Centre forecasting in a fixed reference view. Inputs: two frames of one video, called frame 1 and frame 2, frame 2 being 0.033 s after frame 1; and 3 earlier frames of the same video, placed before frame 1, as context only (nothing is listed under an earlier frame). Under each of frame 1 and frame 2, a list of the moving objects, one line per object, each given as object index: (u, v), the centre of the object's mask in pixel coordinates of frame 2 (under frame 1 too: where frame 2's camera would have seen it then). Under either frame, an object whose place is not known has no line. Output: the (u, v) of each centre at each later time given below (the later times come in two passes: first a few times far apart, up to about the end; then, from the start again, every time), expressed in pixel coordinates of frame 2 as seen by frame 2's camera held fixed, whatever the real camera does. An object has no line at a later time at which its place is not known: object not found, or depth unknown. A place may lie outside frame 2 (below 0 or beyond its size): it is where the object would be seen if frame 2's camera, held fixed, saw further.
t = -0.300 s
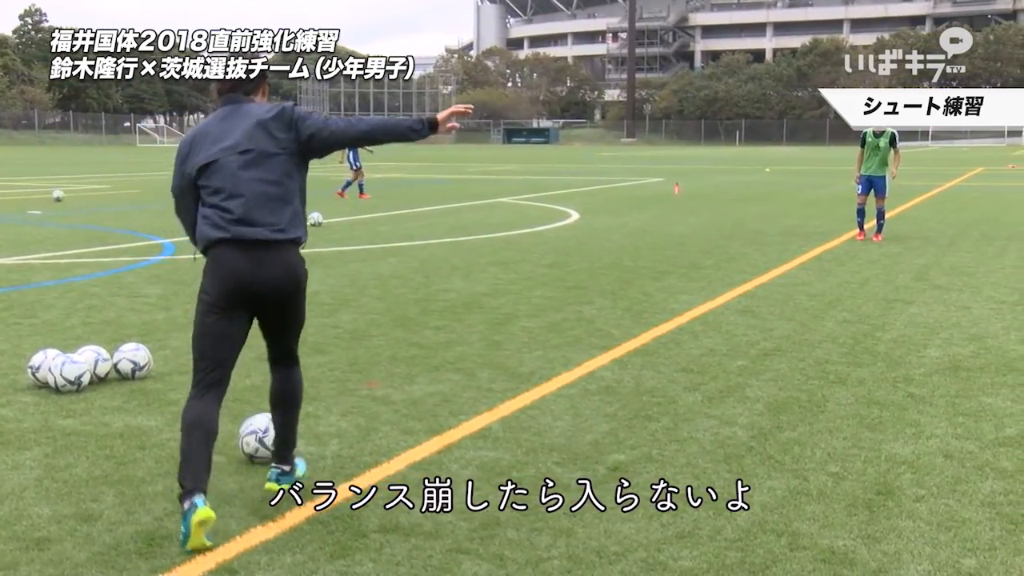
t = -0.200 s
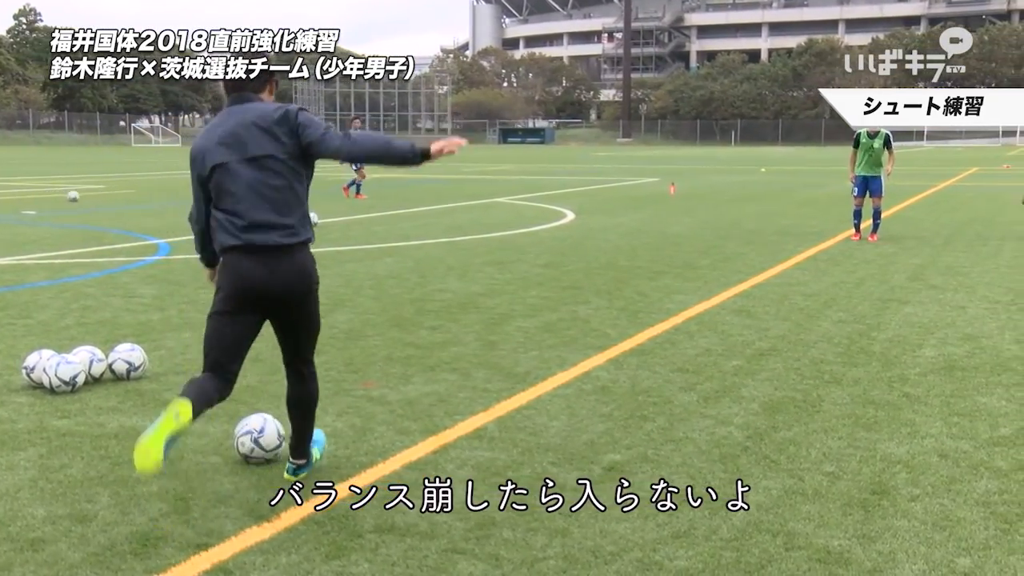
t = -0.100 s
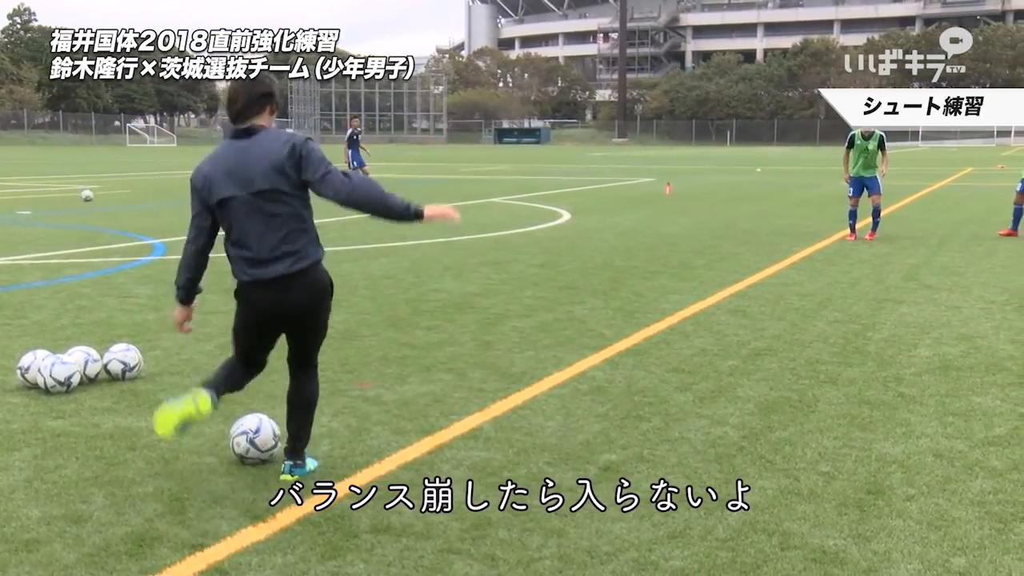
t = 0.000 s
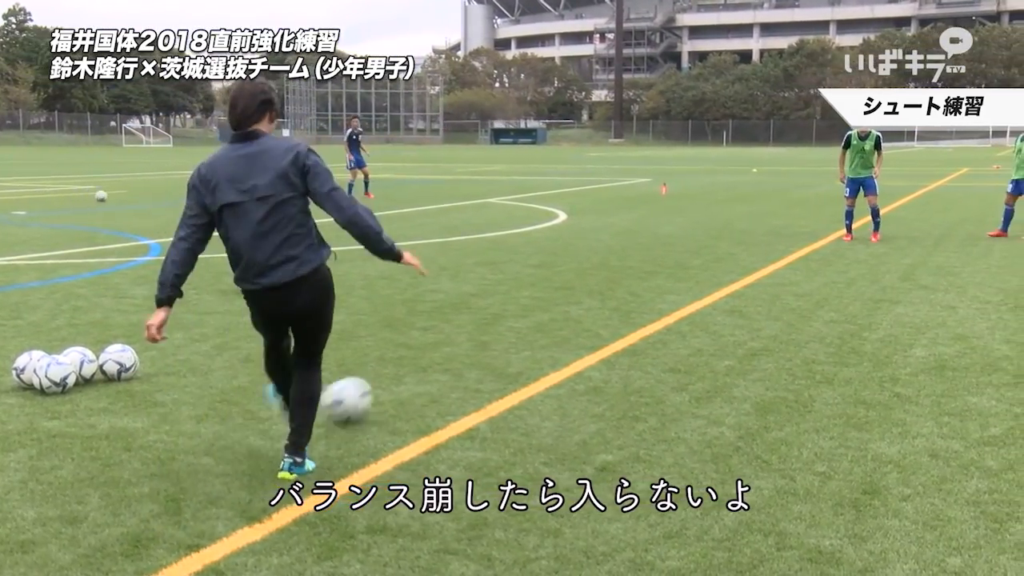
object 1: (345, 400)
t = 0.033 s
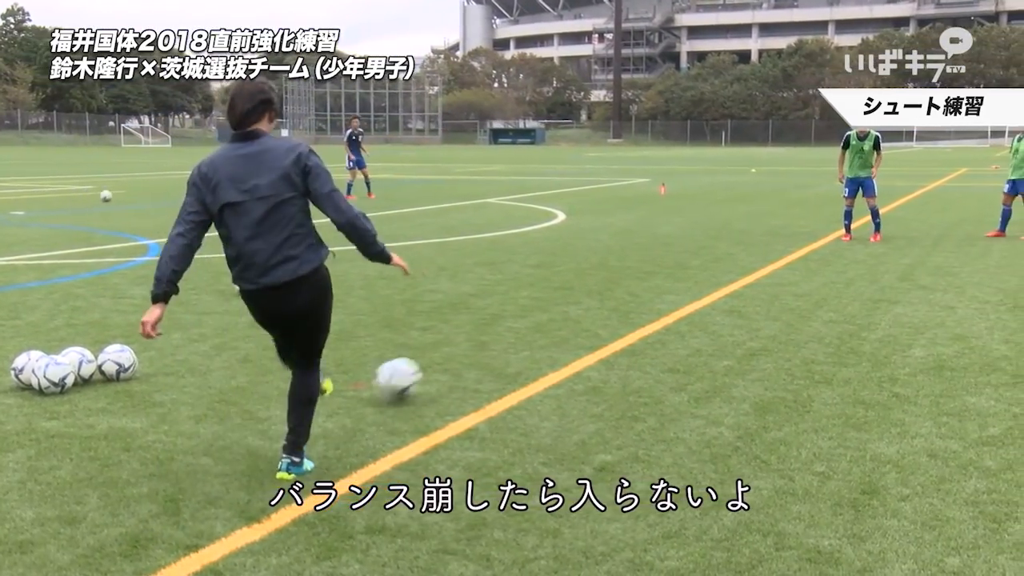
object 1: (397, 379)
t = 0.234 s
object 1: (598, 308)
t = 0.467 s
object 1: (719, 268)
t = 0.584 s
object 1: (760, 256)
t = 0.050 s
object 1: (420, 369)
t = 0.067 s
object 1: (442, 361)
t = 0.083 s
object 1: (462, 354)
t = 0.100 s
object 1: (481, 349)
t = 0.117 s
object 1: (500, 343)
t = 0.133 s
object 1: (517, 338)
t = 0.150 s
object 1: (533, 334)
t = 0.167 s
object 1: (548, 328)
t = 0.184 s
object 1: (561, 323)
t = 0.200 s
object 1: (575, 317)
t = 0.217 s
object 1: (587, 312)
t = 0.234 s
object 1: (598, 308)
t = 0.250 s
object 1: (609, 304)
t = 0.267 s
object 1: (620, 300)
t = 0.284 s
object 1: (630, 296)
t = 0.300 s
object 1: (639, 294)
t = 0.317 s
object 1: (650, 292)
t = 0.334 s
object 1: (659, 289)
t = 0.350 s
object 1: (668, 287)
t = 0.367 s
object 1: (676, 284)
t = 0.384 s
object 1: (684, 281)
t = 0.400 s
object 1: (691, 278)
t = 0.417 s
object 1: (699, 275)
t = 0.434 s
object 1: (706, 273)
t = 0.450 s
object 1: (713, 270)
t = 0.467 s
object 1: (719, 268)
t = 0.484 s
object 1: (725, 267)
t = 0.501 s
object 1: (732, 265)
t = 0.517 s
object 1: (738, 264)
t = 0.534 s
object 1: (744, 262)
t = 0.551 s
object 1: (749, 260)
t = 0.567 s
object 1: (754, 257)
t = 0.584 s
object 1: (760, 256)
